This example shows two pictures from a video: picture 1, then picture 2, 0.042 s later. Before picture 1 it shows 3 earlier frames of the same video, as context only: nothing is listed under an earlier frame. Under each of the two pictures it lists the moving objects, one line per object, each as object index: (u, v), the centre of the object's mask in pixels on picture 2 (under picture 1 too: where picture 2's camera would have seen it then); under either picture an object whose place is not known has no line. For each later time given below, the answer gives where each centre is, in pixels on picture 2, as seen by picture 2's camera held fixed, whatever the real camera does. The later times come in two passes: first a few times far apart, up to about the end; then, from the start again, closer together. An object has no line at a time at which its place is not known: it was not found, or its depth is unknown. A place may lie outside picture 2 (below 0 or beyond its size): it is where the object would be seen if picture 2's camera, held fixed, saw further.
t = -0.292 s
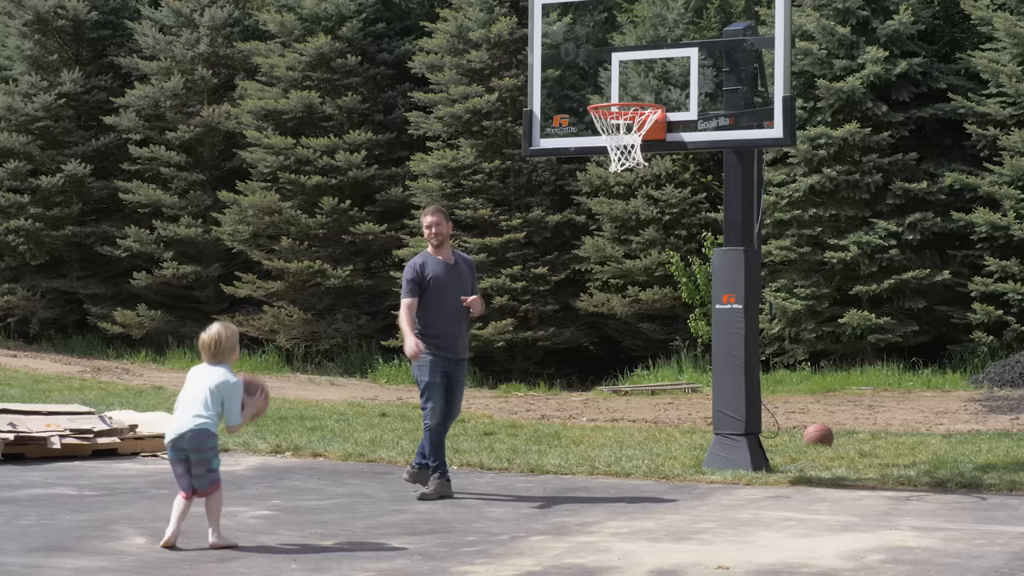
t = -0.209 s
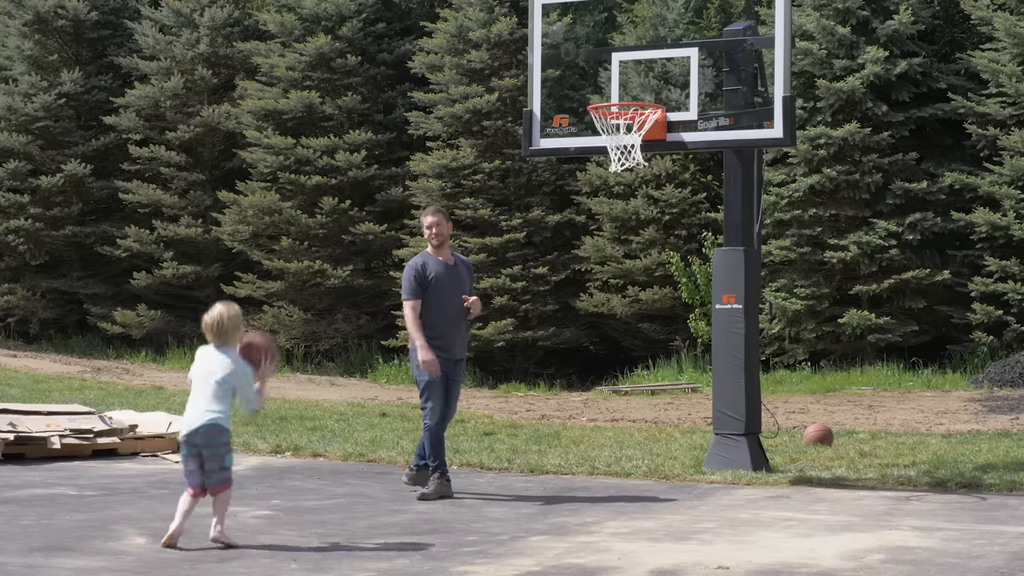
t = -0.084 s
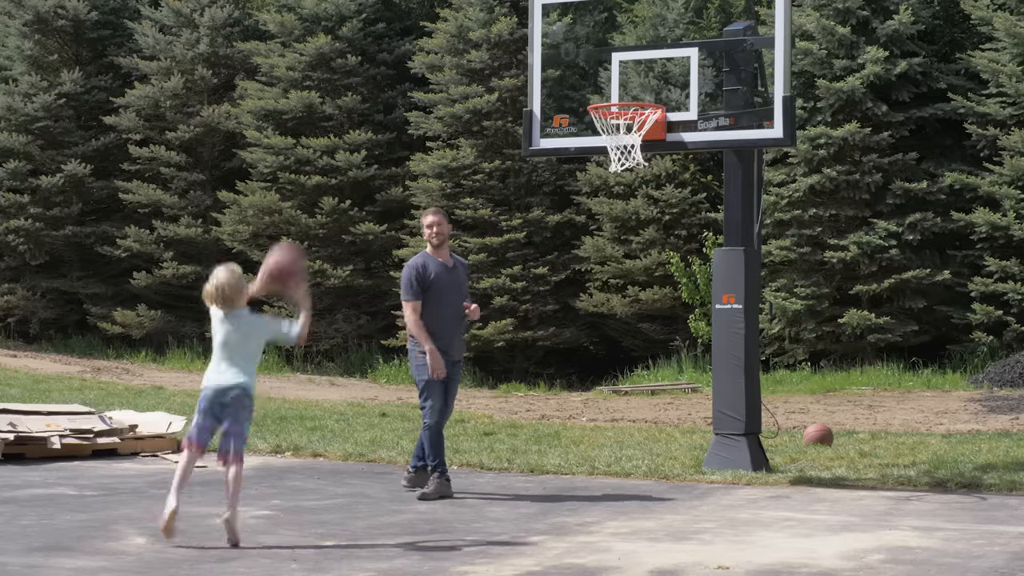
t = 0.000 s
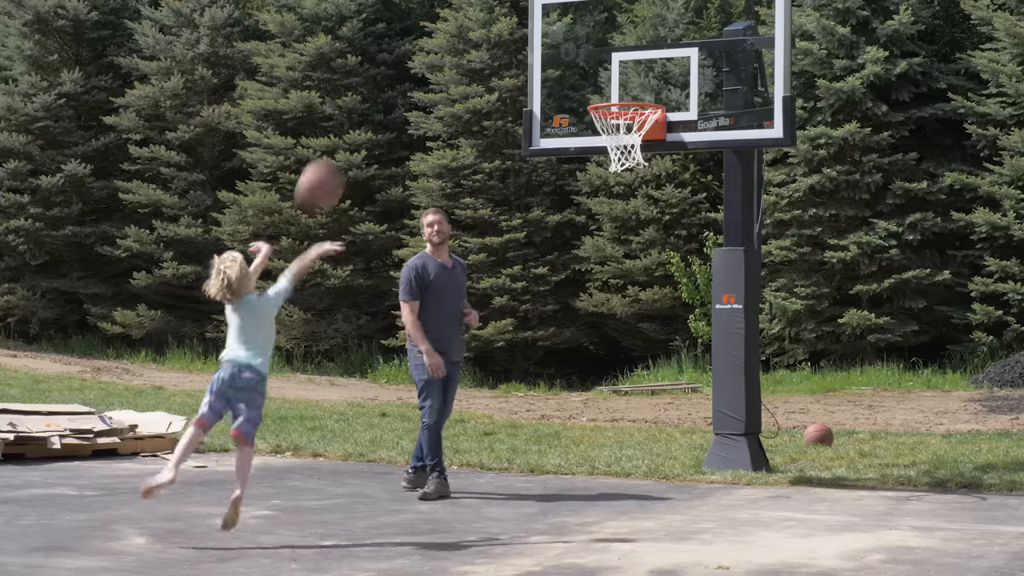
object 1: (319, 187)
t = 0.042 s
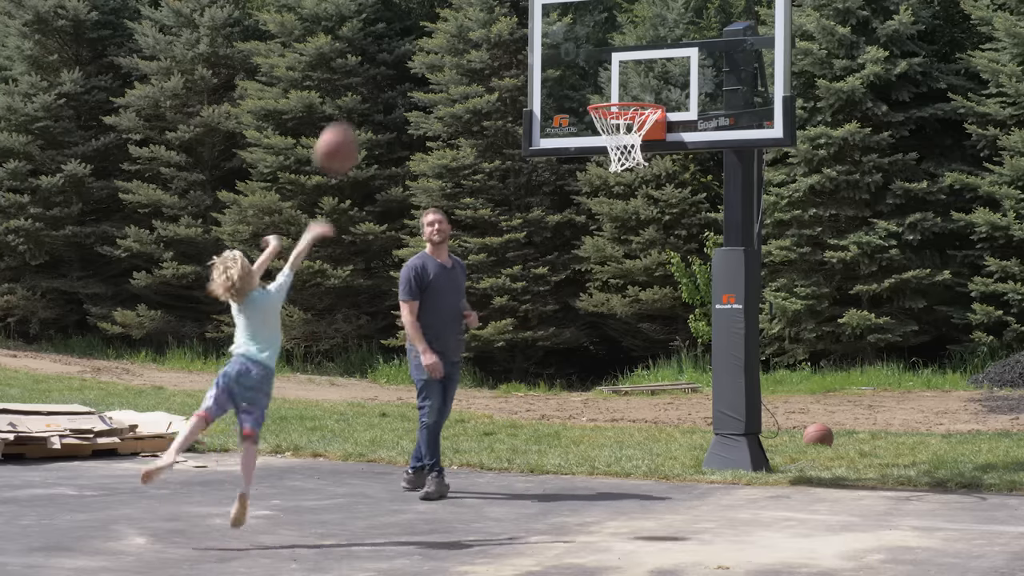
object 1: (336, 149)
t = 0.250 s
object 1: (417, 20)
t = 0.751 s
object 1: (583, 21)
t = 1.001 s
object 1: (634, 58)
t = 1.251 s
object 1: (630, 30)
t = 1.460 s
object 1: (625, 81)
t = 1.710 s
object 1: (626, 94)
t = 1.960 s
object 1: (625, 120)
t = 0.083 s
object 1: (354, 115)
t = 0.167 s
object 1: (386, 62)
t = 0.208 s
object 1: (401, 39)
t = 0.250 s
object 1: (417, 20)
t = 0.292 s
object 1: (432, 11)
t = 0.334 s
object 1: (448, 5)
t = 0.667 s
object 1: (560, 6)
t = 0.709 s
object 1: (573, 12)
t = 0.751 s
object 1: (583, 21)
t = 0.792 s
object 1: (595, 38)
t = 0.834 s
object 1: (607, 57)
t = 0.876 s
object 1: (619, 81)
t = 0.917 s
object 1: (629, 88)
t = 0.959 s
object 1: (634, 73)
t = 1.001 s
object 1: (634, 58)
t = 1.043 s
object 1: (633, 46)
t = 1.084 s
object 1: (632, 37)
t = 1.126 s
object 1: (632, 32)
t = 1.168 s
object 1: (631, 29)
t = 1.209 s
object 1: (630, 29)
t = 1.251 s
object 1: (630, 30)
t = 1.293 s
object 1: (628, 34)
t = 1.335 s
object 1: (628, 42)
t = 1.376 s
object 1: (627, 51)
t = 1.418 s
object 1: (626, 64)
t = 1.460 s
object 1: (625, 81)
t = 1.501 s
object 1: (626, 88)
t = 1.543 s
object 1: (627, 90)
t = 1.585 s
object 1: (628, 92)
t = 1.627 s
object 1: (630, 95)
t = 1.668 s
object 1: (629, 94)
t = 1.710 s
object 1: (626, 94)
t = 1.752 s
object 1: (622, 93)
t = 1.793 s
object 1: (621, 94)
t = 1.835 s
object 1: (623, 95)
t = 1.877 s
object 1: (625, 97)
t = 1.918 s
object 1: (627, 100)
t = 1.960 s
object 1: (625, 120)
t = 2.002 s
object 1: (623, 125)
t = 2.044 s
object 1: (622, 130)
